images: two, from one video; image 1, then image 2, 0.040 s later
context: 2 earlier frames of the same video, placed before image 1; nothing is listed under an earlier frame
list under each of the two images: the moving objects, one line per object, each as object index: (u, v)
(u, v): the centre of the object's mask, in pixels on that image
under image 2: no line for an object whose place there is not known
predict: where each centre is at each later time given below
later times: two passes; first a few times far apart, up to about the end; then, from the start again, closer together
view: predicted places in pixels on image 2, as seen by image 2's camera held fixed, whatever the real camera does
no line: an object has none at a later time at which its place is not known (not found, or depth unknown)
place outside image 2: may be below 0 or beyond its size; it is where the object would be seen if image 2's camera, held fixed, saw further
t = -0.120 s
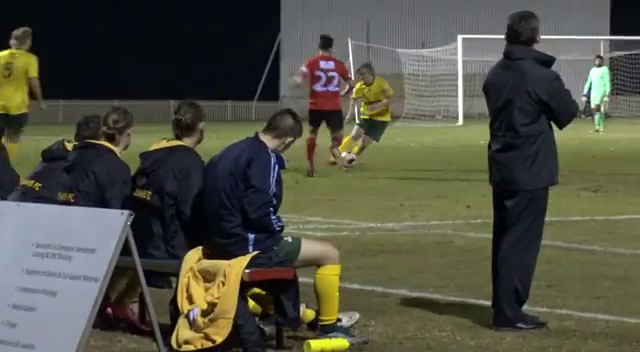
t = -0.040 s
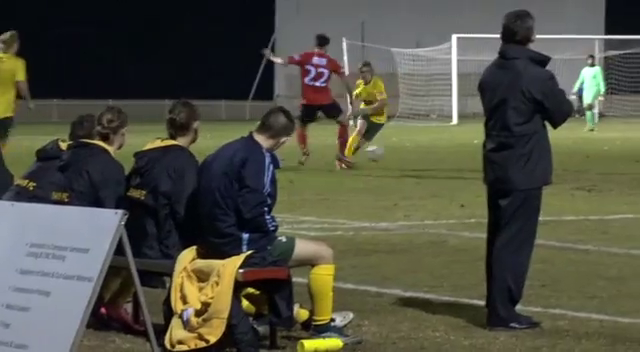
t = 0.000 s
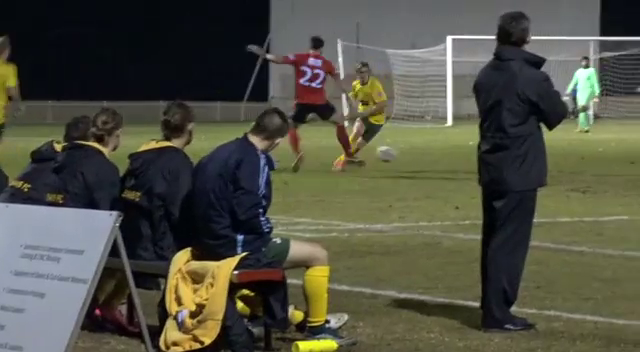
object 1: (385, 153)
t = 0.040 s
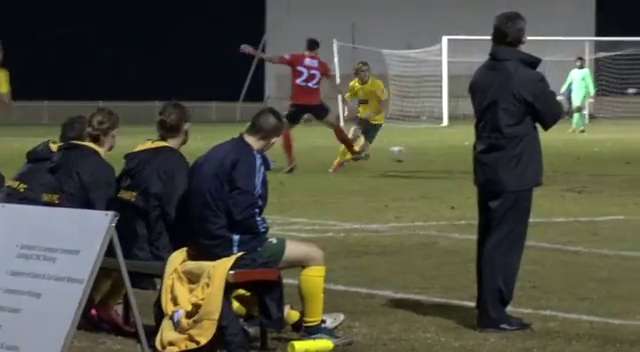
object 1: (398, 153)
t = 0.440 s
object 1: (545, 165)
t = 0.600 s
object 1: (579, 162)
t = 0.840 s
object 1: (639, 164)
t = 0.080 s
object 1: (416, 155)
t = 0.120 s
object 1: (433, 157)
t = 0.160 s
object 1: (452, 162)
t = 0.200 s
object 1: (467, 165)
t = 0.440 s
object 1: (545, 165)
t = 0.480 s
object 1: (551, 163)
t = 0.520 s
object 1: (561, 162)
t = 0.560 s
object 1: (570, 162)
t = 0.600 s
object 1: (579, 162)
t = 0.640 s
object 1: (590, 165)
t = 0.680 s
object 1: (600, 164)
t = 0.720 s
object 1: (610, 163)
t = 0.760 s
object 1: (621, 163)
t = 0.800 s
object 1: (631, 164)
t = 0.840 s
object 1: (639, 164)
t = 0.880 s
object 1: (649, 164)
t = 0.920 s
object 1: (659, 164)
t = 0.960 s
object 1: (669, 164)
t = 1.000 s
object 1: (678, 163)
